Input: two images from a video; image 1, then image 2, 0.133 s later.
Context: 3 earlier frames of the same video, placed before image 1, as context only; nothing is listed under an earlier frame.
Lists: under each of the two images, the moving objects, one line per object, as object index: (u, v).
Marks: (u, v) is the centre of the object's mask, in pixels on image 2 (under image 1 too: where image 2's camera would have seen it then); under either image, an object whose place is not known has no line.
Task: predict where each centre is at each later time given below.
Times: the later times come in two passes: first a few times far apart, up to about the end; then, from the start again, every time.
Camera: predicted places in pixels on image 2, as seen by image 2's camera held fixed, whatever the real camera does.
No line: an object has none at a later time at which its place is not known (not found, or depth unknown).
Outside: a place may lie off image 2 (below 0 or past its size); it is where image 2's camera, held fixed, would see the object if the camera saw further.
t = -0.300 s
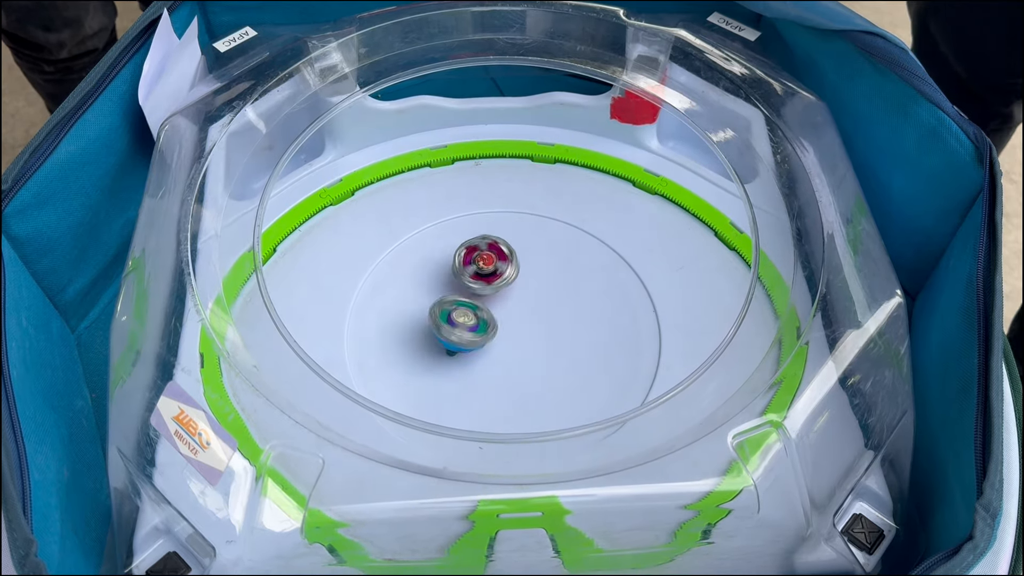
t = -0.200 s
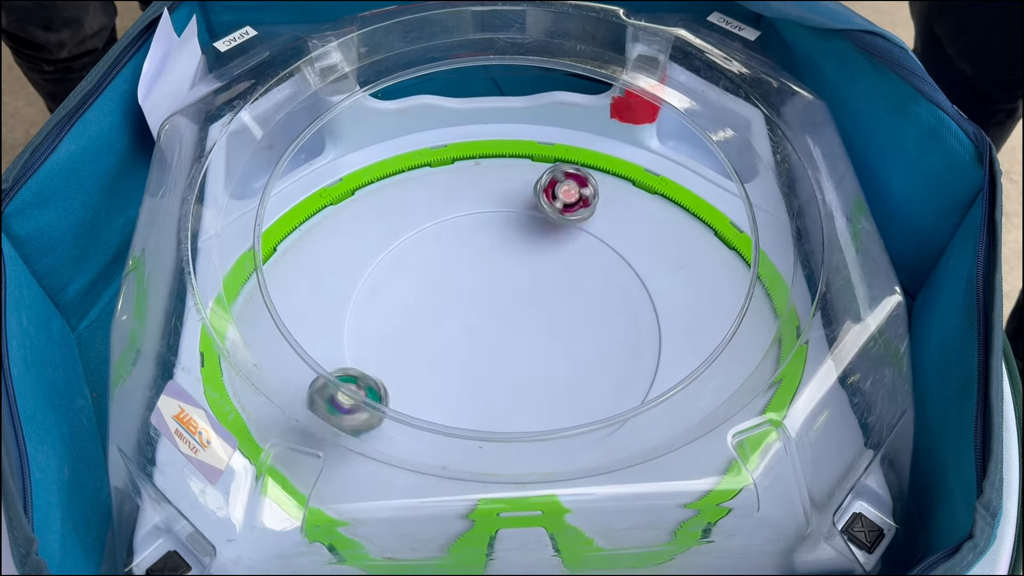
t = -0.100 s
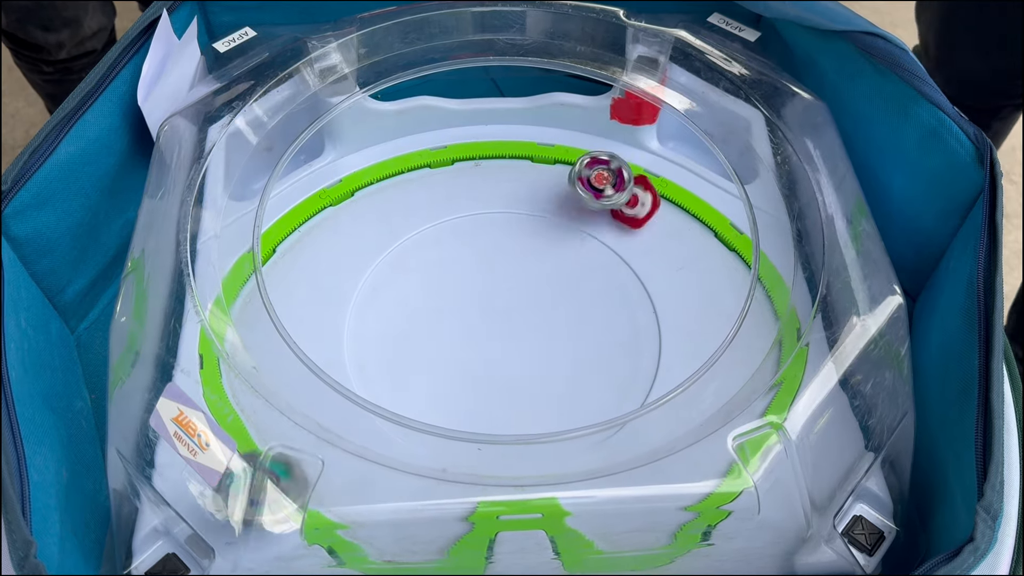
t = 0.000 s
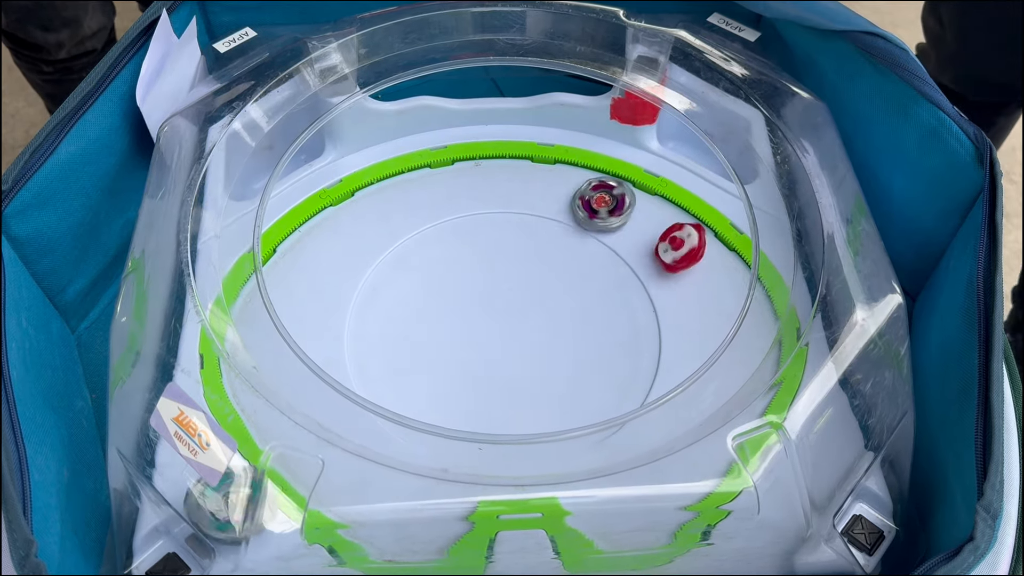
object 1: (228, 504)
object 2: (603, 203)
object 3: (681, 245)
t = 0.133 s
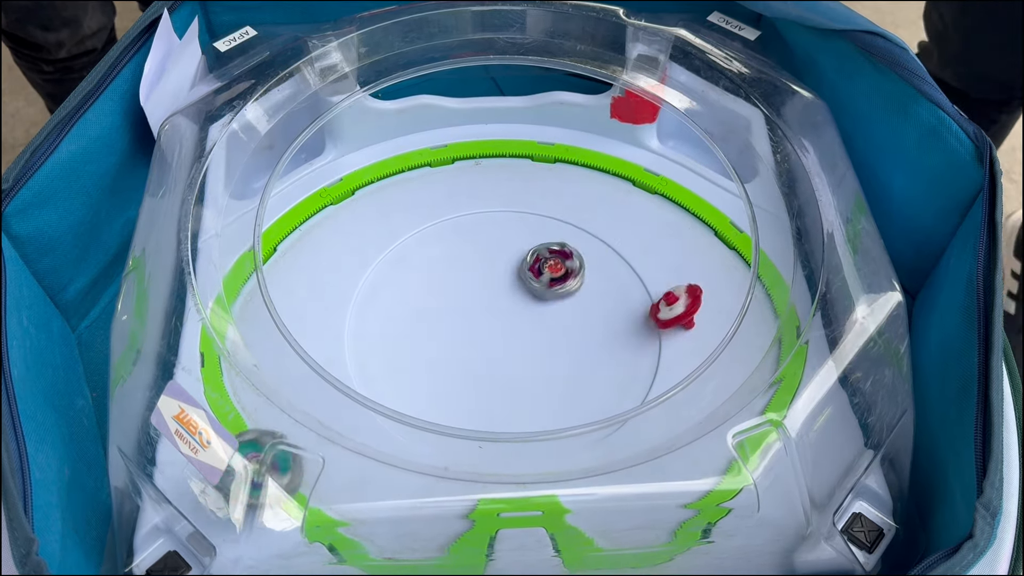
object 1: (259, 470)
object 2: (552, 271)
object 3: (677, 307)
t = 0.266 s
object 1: (281, 434)
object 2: (481, 356)
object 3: (613, 353)
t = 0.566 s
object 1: (394, 353)
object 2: (444, 394)
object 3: (433, 288)
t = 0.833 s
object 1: (486, 257)
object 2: (547, 400)
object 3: (459, 214)
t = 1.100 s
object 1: (513, 270)
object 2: (536, 332)
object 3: (560, 259)
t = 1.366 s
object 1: (548, 270)
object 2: (423, 350)
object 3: (748, 333)
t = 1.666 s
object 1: (533, 300)
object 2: (429, 348)
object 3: (748, 314)
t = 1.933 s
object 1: (512, 321)
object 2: (429, 348)
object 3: (720, 336)
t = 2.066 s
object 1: (501, 325)
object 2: (429, 348)
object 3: (711, 326)
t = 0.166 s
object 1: (273, 454)
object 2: (533, 295)
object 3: (666, 321)
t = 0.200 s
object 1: (274, 447)
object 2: (515, 318)
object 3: (652, 332)
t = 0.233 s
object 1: (274, 443)
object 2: (498, 338)
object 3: (634, 345)
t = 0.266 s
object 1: (281, 434)
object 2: (481, 356)
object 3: (613, 353)
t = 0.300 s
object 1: (295, 421)
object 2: (467, 372)
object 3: (591, 358)
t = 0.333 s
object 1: (308, 413)
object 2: (456, 385)
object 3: (569, 359)
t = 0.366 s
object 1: (320, 397)
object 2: (447, 395)
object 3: (546, 357)
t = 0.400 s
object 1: (332, 388)
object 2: (442, 396)
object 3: (521, 351)
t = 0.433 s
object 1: (342, 379)
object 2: (438, 400)
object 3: (499, 343)
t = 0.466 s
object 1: (353, 370)
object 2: (437, 399)
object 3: (479, 332)
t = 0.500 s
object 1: (366, 362)
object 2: (438, 400)
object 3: (460, 319)
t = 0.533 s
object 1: (378, 358)
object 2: (439, 396)
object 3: (445, 304)
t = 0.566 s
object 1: (394, 353)
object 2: (444, 394)
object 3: (433, 288)
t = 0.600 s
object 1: (407, 334)
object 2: (453, 397)
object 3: (425, 273)
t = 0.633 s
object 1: (417, 316)
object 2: (470, 405)
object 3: (421, 259)
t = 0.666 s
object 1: (430, 301)
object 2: (487, 408)
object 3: (421, 245)
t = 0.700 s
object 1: (442, 287)
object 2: (499, 417)
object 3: (424, 233)
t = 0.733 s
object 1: (456, 275)
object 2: (515, 416)
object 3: (430, 226)
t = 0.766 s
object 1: (467, 266)
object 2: (529, 408)
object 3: (437, 222)
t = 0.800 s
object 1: (478, 260)
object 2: (539, 406)
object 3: (447, 217)
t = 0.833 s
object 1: (486, 257)
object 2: (547, 400)
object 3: (459, 214)
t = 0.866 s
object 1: (493, 255)
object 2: (550, 390)
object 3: (471, 212)
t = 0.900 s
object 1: (499, 254)
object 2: (552, 381)
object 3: (483, 213)
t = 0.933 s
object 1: (503, 253)
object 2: (552, 373)
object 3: (498, 214)
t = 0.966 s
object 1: (506, 255)
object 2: (552, 364)
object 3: (515, 217)
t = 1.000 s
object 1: (508, 258)
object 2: (549, 356)
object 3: (532, 224)
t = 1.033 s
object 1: (509, 262)
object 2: (545, 347)
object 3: (545, 234)
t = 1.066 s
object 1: (511, 266)
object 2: (541, 339)
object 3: (553, 246)
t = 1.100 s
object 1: (513, 270)
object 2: (536, 332)
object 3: (560, 259)
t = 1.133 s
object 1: (514, 273)
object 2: (531, 327)
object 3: (563, 274)
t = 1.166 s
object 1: (515, 273)
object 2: (516, 328)
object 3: (588, 269)
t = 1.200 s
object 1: (525, 265)
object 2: (491, 326)
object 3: (617, 268)
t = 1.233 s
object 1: (533, 264)
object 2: (467, 333)
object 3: (645, 277)
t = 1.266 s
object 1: (542, 264)
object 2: (450, 338)
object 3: (671, 296)
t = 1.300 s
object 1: (546, 264)
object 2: (437, 344)
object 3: (697, 311)
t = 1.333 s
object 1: (548, 267)
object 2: (429, 348)
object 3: (717, 316)
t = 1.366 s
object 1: (548, 270)
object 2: (423, 350)
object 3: (748, 333)
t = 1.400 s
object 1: (549, 273)
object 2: (420, 352)
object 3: (768, 337)
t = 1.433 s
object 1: (547, 277)
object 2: (420, 352)
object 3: (783, 340)
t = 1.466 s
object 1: (546, 281)
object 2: (422, 352)
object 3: (789, 338)
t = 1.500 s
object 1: (544, 284)
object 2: (425, 352)
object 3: (790, 333)
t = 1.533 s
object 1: (542, 288)
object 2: (426, 351)
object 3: (788, 328)
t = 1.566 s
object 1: (541, 290)
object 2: (428, 350)
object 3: (783, 321)
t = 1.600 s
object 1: (538, 293)
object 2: (429, 349)
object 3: (773, 319)
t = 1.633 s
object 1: (536, 297)
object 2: (429, 348)
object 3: (763, 318)
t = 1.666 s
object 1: (533, 300)
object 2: (429, 348)
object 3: (748, 314)
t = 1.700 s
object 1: (531, 304)
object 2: (429, 348)
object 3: (734, 314)
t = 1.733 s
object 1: (527, 307)
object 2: (429, 348)
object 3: (721, 315)
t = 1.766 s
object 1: (525, 310)
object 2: (429, 348)
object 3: (716, 319)
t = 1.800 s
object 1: (521, 313)
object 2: (429, 348)
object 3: (712, 323)
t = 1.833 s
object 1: (519, 315)
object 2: (429, 348)
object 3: (711, 325)
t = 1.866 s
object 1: (516, 317)
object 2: (429, 348)
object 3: (715, 330)
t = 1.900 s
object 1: (514, 319)
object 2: (429, 348)
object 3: (718, 334)
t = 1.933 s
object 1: (512, 321)
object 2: (429, 348)
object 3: (720, 336)
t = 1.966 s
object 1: (509, 322)
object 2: (429, 348)
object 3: (720, 336)
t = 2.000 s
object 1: (506, 324)
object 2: (429, 348)
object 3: (718, 335)
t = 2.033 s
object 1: (503, 325)
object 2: (429, 348)
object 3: (716, 332)
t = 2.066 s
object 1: (501, 325)
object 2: (429, 348)
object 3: (711, 326)
